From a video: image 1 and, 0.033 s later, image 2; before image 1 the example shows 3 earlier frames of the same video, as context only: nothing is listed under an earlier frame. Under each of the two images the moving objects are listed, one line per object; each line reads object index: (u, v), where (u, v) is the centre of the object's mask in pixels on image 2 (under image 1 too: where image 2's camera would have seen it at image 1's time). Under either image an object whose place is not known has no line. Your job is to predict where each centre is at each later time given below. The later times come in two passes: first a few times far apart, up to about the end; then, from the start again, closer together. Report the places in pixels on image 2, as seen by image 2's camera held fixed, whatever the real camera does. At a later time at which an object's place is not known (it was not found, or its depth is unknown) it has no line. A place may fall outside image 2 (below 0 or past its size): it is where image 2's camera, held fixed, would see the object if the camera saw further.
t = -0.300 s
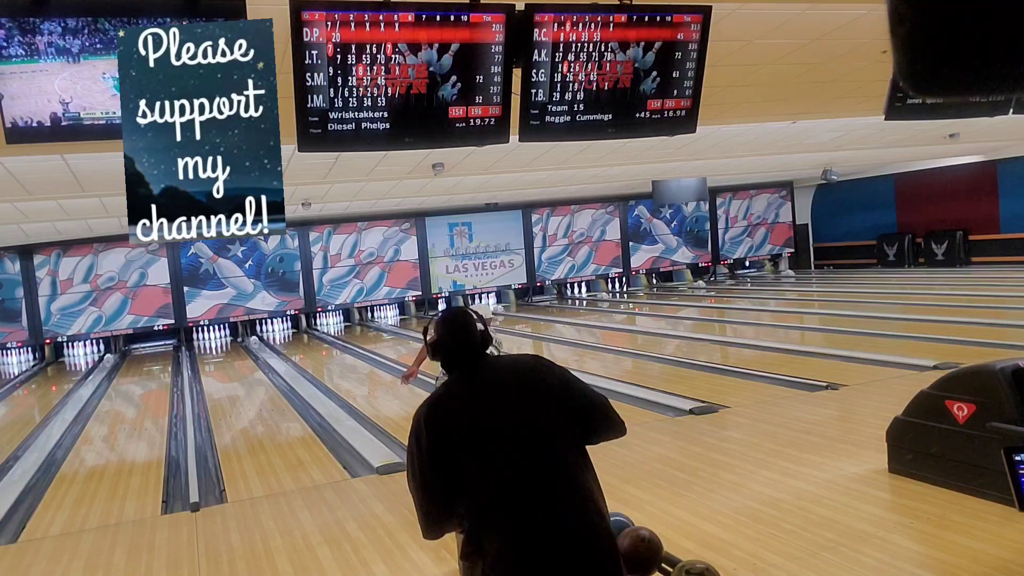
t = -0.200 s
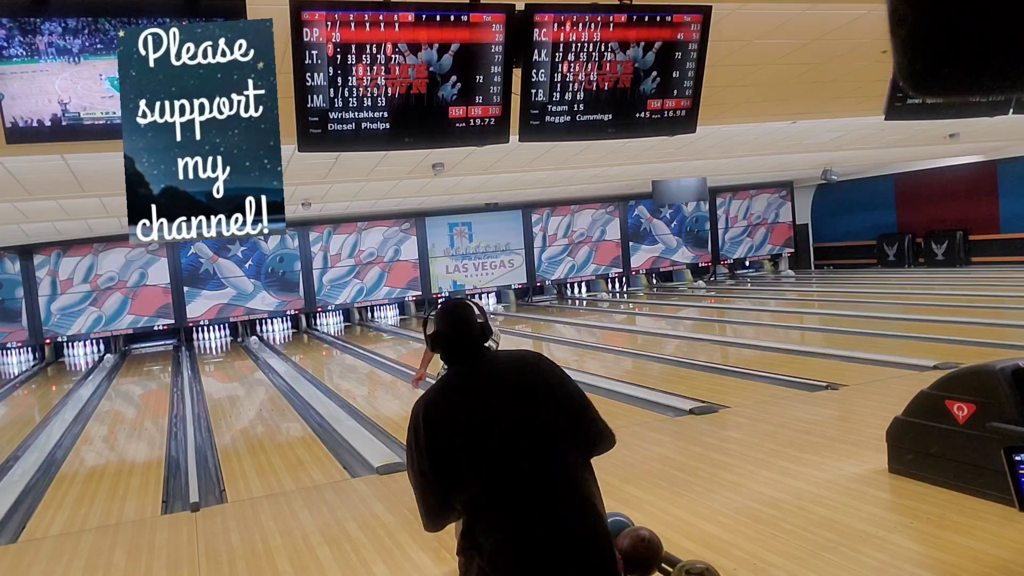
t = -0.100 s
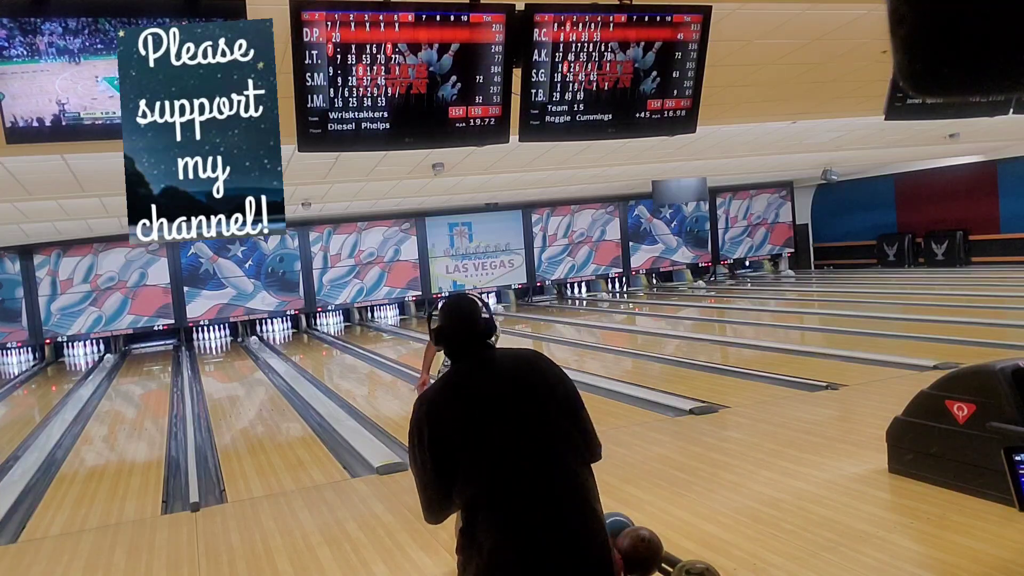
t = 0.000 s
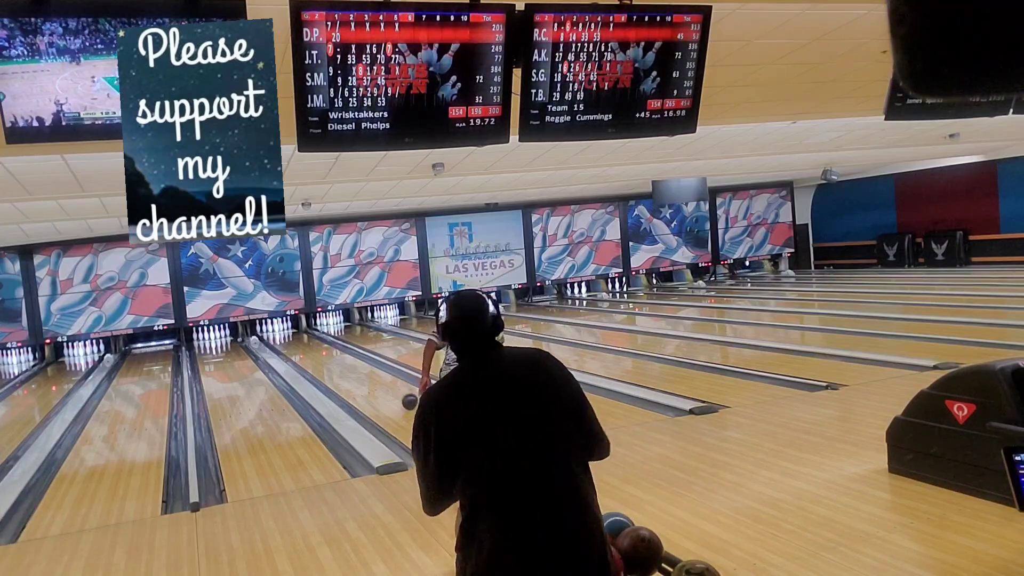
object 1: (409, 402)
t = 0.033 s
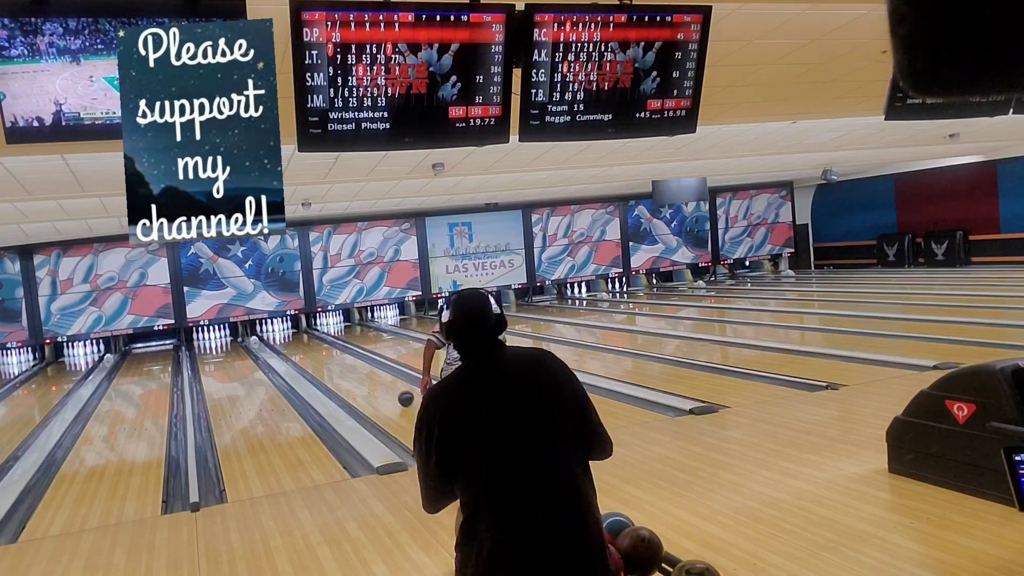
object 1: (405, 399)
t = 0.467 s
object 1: (367, 371)
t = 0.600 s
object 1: (358, 365)
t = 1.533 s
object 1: (312, 338)
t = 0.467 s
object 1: (367, 371)
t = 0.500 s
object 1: (364, 369)
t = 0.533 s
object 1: (362, 367)
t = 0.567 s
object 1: (360, 366)
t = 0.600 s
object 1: (358, 365)
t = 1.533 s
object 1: (312, 338)
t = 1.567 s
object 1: (311, 337)
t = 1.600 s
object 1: (308, 337)
